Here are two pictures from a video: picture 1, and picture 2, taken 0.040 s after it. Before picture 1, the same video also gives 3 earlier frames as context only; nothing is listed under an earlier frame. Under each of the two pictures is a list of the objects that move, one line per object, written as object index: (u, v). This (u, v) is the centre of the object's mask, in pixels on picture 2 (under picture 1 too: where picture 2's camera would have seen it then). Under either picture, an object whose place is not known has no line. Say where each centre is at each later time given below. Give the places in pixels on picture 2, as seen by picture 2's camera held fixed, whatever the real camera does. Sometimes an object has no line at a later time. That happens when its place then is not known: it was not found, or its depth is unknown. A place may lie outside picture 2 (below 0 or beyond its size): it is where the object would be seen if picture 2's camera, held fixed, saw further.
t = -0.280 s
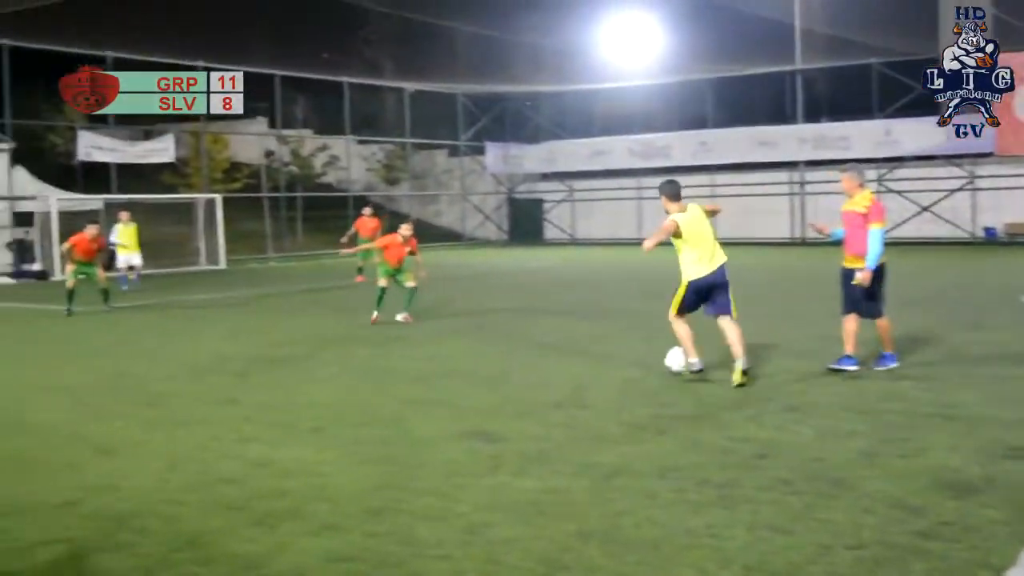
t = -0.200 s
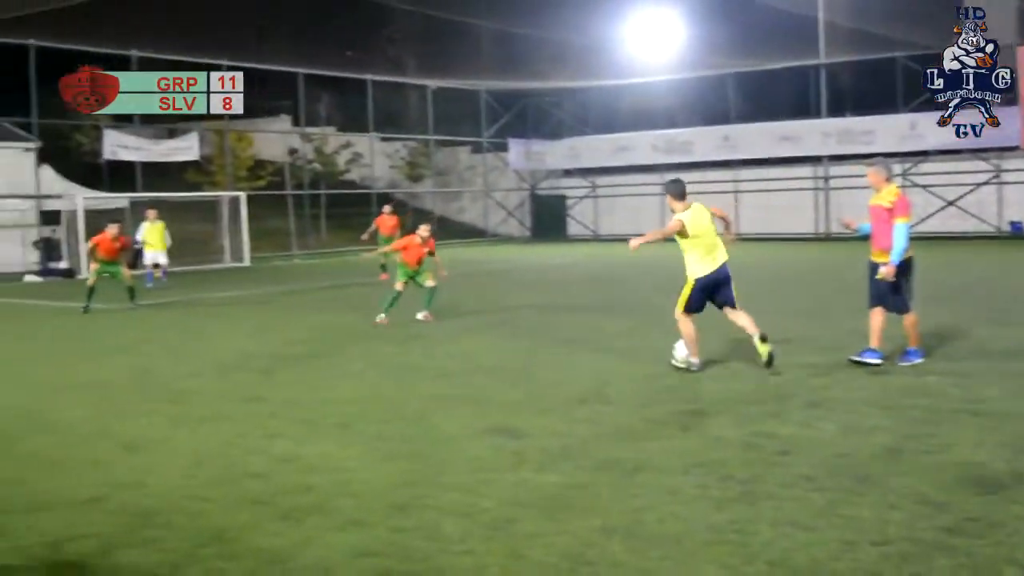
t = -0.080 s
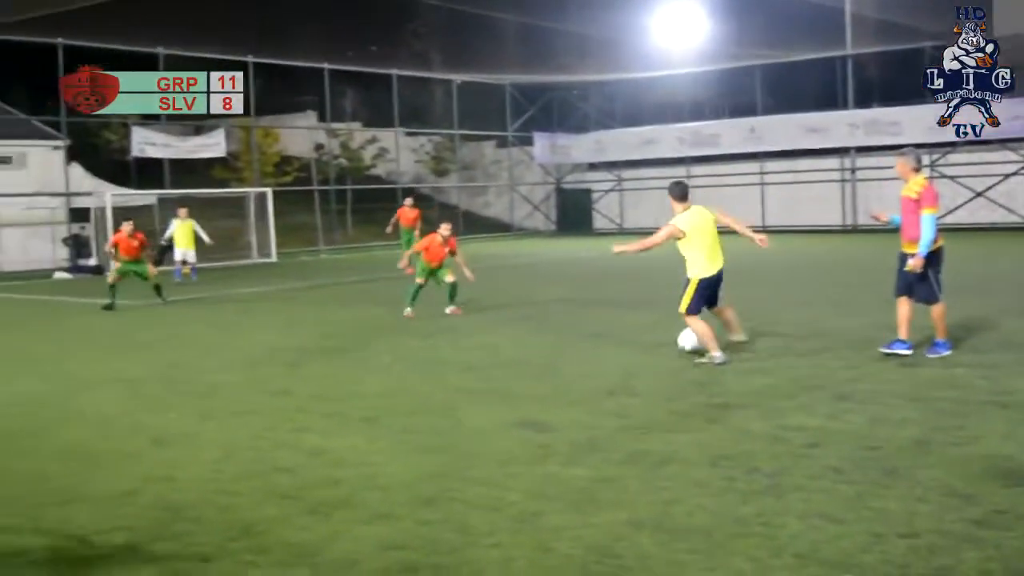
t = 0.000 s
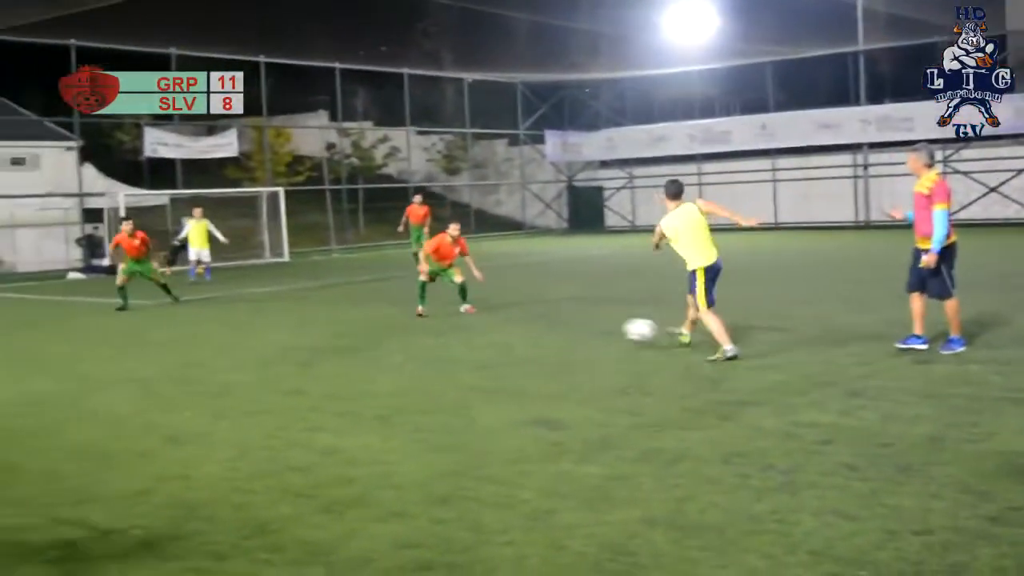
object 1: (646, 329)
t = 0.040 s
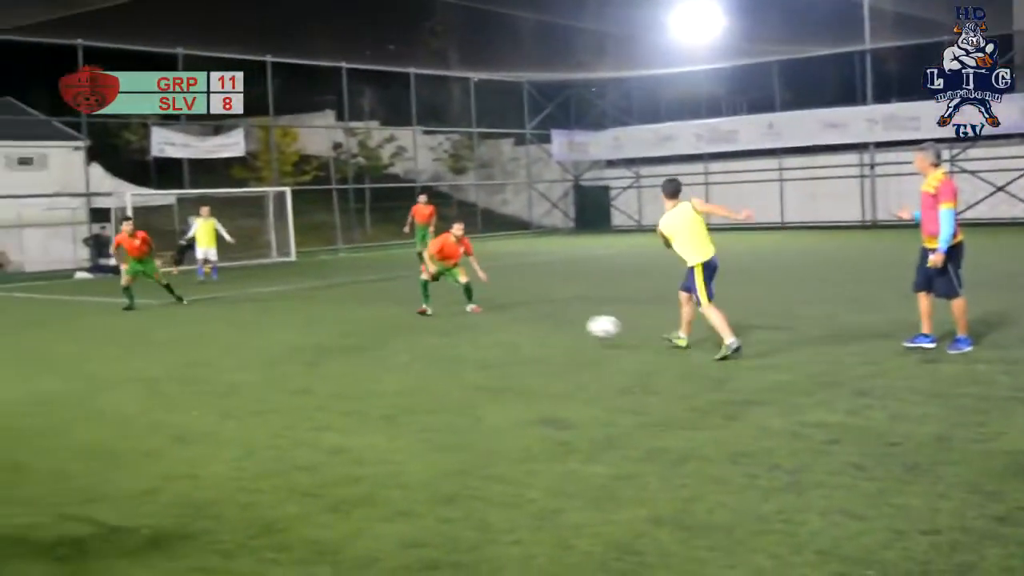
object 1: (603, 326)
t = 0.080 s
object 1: (561, 325)
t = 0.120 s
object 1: (518, 327)
